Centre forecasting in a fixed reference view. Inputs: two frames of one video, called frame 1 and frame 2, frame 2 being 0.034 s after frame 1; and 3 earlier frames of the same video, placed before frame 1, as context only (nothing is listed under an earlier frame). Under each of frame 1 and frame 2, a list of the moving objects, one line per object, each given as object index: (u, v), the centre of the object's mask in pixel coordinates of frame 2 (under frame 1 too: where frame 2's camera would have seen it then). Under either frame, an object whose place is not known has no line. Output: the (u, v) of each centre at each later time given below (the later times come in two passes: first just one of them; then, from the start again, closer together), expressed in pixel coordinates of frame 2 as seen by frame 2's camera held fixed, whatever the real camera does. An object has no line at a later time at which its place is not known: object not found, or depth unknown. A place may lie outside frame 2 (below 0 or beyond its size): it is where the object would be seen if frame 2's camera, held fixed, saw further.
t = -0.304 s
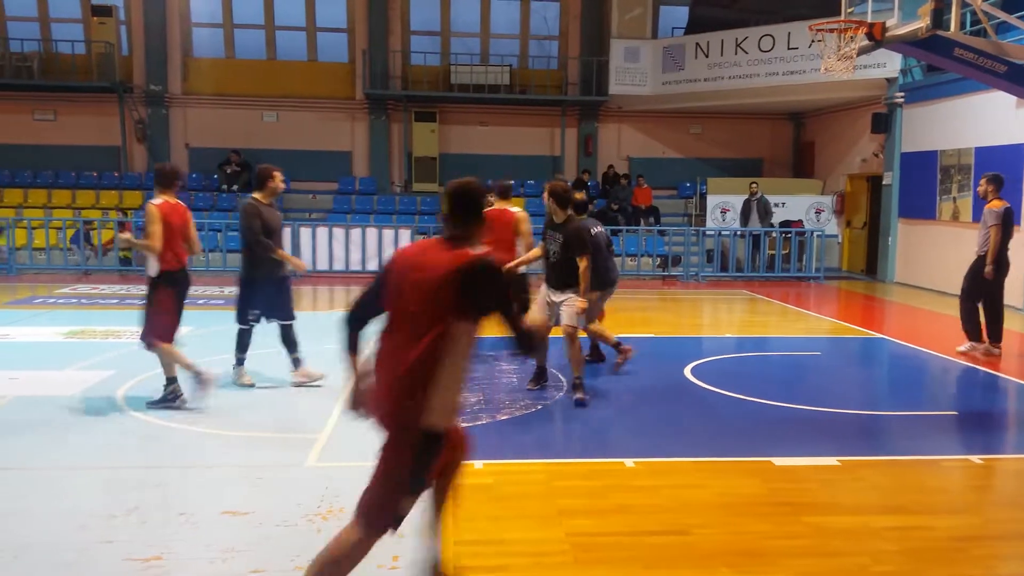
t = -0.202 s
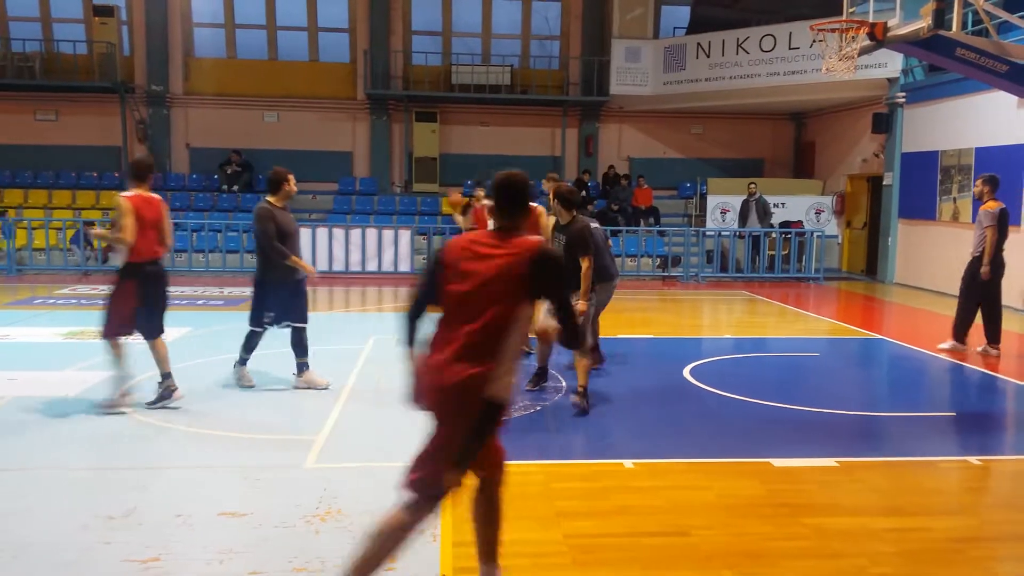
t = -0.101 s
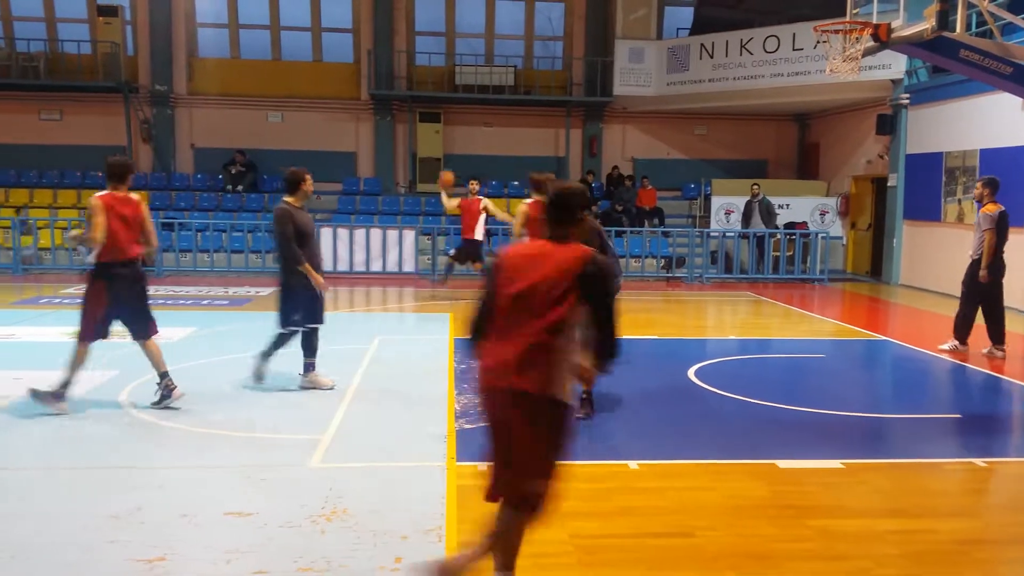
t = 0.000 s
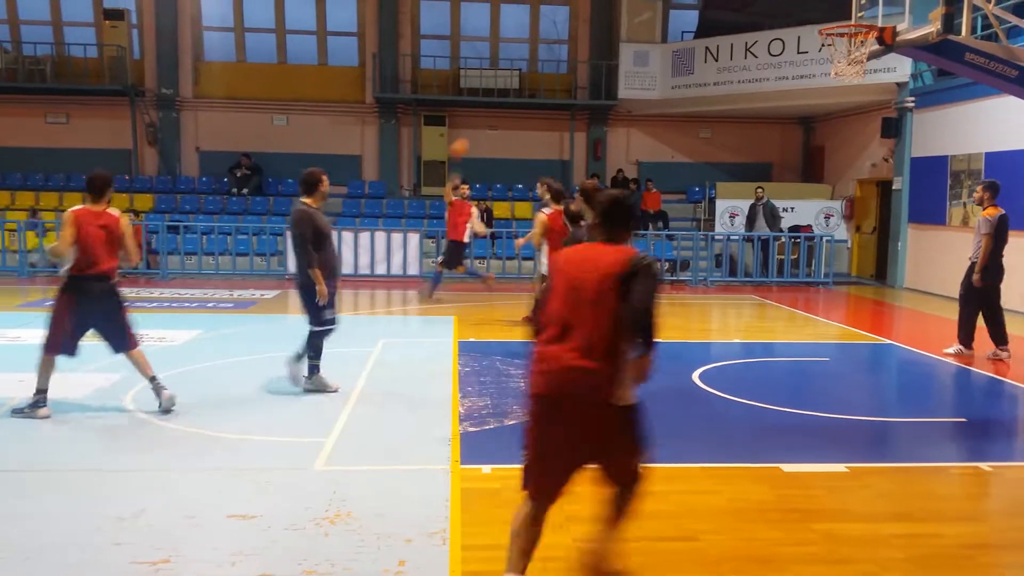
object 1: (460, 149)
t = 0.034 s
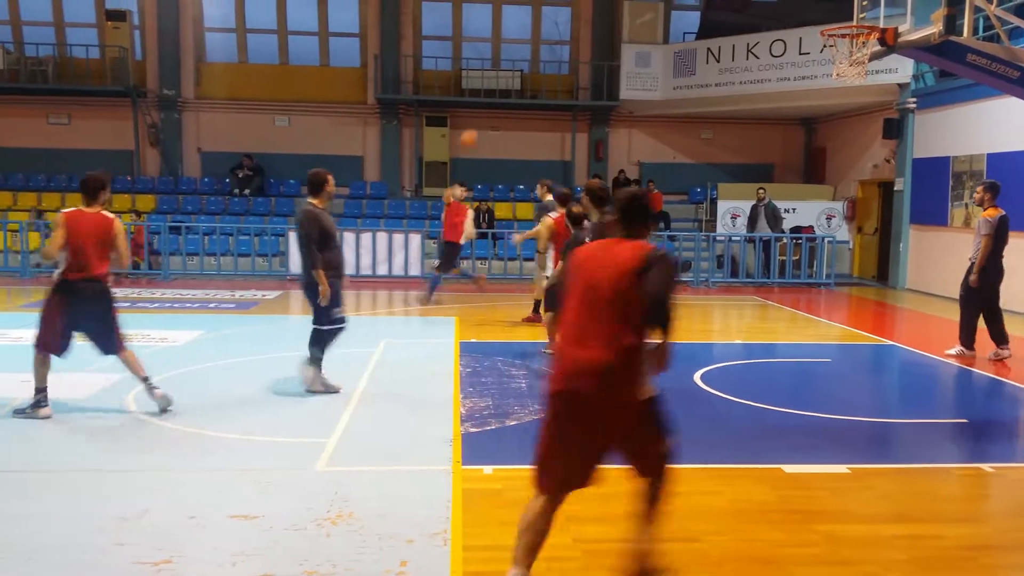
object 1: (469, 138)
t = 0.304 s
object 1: (540, 77)
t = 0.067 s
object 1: (477, 129)
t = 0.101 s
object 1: (485, 121)
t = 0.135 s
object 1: (494, 114)
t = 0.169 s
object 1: (503, 104)
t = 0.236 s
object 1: (522, 89)
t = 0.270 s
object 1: (531, 83)
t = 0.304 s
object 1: (540, 77)
